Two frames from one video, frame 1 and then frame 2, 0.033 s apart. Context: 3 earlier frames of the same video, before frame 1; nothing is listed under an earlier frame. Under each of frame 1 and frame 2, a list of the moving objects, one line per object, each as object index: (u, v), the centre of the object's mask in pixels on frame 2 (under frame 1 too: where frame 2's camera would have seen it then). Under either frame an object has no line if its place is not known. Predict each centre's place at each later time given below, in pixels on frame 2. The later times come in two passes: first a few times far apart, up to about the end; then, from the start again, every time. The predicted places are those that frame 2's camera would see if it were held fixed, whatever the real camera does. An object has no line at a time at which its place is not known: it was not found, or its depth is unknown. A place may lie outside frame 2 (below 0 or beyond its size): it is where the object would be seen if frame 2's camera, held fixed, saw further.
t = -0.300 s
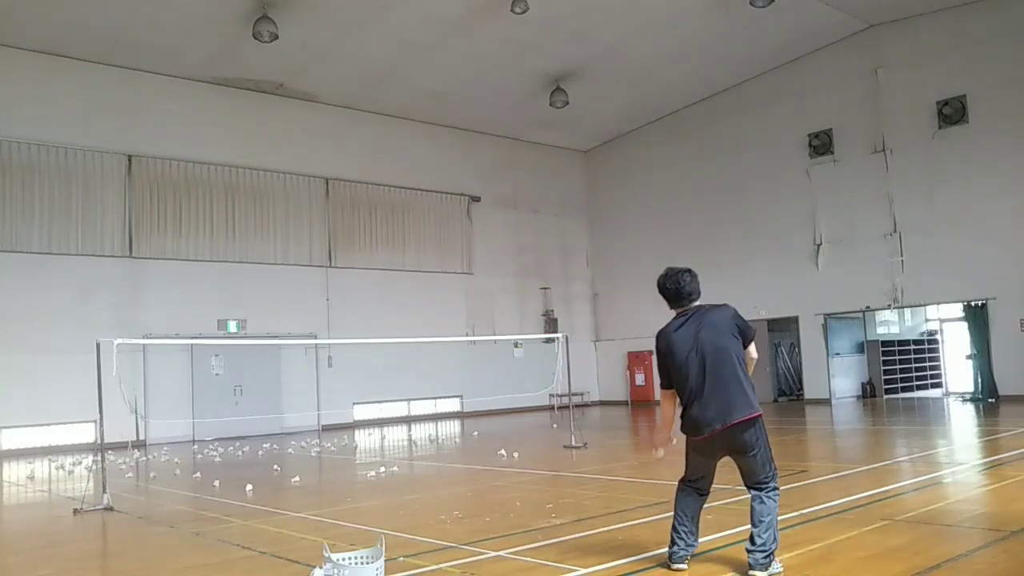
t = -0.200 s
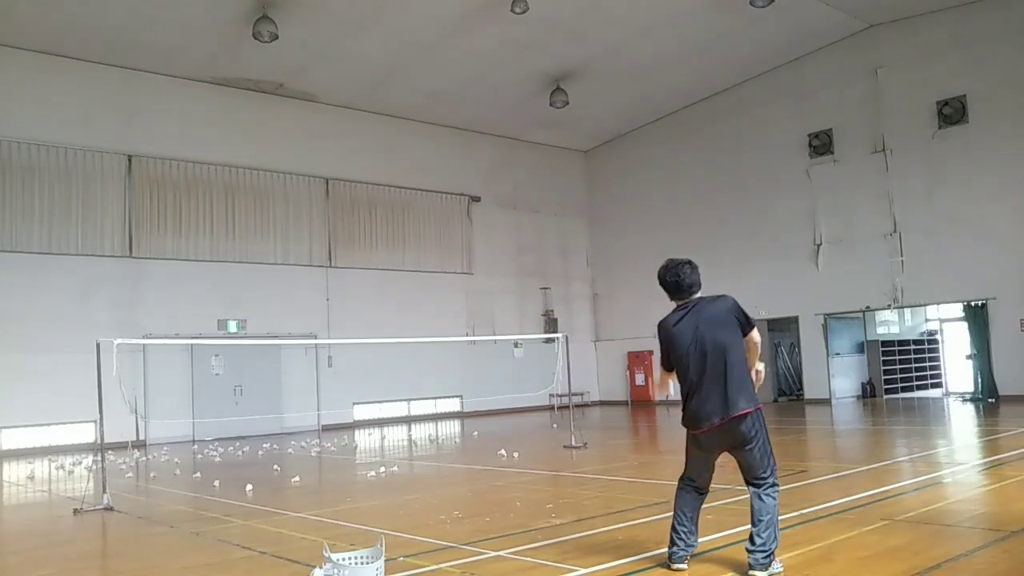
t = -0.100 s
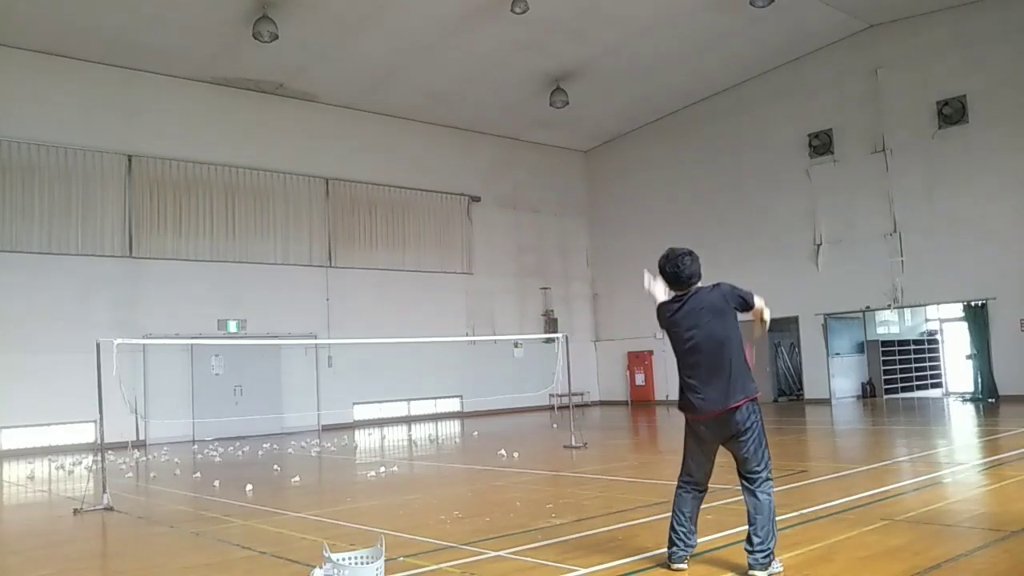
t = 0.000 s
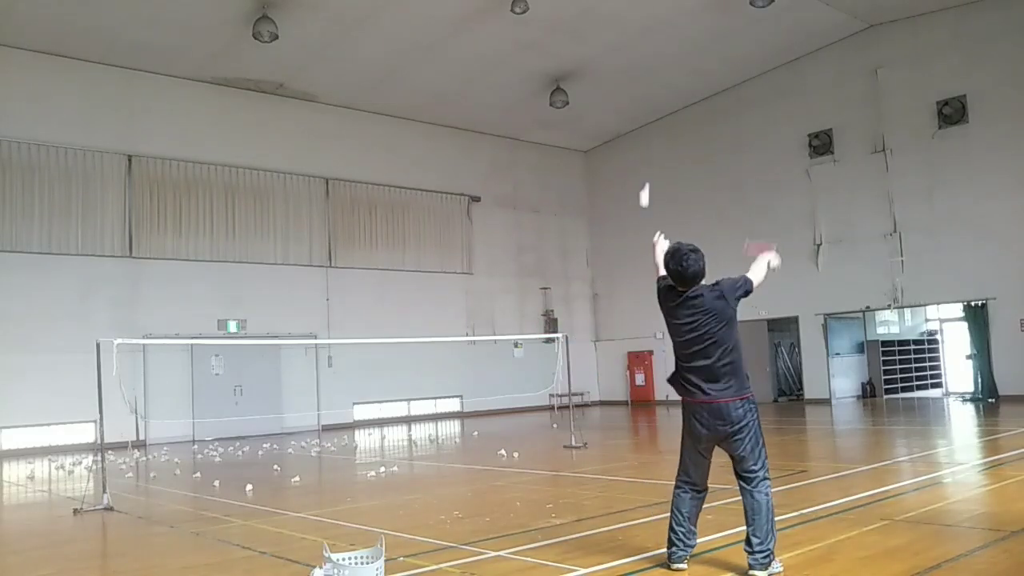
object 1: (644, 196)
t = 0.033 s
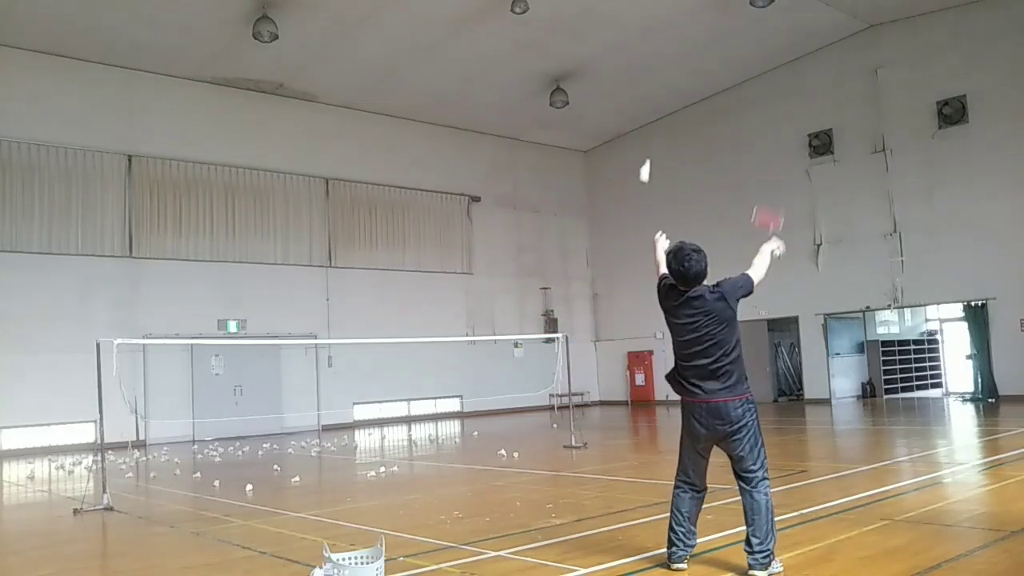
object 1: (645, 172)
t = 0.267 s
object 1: (654, 57)
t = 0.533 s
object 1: (665, 32)
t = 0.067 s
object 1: (646, 149)
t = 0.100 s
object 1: (648, 129)
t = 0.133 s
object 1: (649, 111)
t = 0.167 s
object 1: (651, 95)
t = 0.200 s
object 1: (653, 80)
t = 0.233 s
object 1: (654, 68)
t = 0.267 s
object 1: (654, 57)
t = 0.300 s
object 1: (655, 49)
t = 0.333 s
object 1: (656, 41)
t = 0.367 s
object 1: (657, 36)
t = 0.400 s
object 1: (658, 32)
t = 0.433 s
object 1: (660, 30)
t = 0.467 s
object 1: (661, 29)
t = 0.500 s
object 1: (663, 30)
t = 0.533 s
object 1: (665, 32)
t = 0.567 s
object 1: (666, 36)
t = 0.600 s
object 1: (667, 41)
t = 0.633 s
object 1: (669, 47)
